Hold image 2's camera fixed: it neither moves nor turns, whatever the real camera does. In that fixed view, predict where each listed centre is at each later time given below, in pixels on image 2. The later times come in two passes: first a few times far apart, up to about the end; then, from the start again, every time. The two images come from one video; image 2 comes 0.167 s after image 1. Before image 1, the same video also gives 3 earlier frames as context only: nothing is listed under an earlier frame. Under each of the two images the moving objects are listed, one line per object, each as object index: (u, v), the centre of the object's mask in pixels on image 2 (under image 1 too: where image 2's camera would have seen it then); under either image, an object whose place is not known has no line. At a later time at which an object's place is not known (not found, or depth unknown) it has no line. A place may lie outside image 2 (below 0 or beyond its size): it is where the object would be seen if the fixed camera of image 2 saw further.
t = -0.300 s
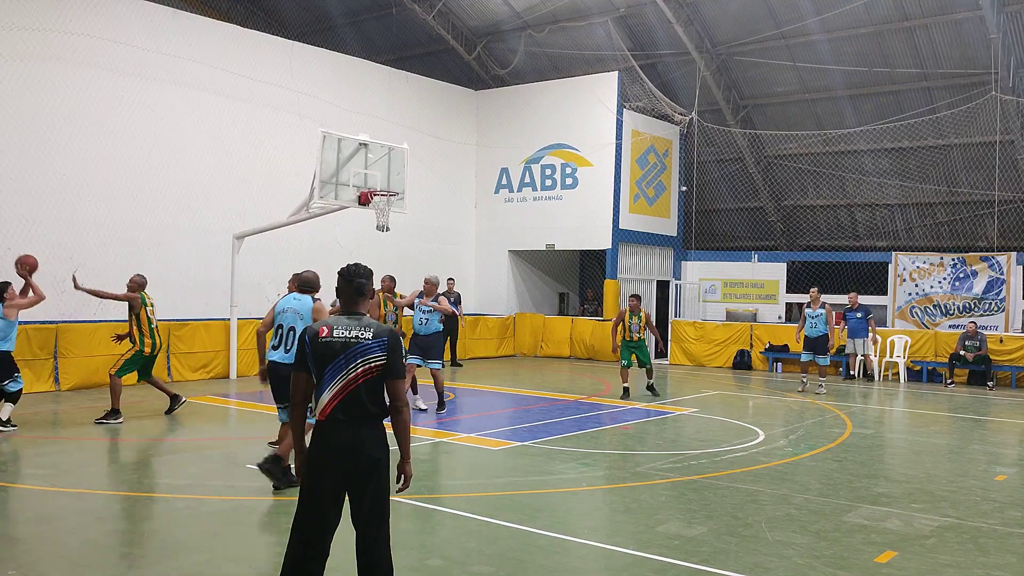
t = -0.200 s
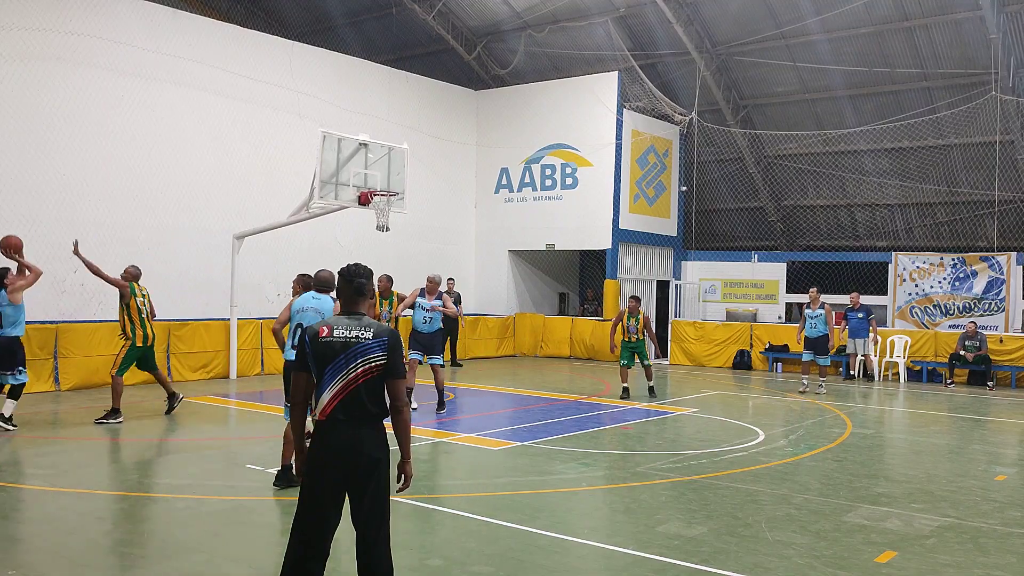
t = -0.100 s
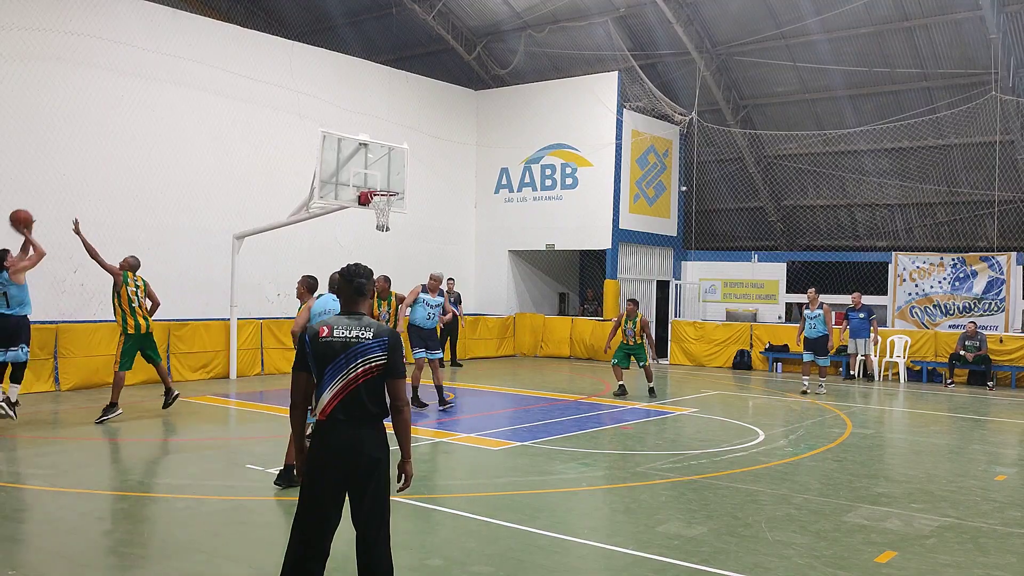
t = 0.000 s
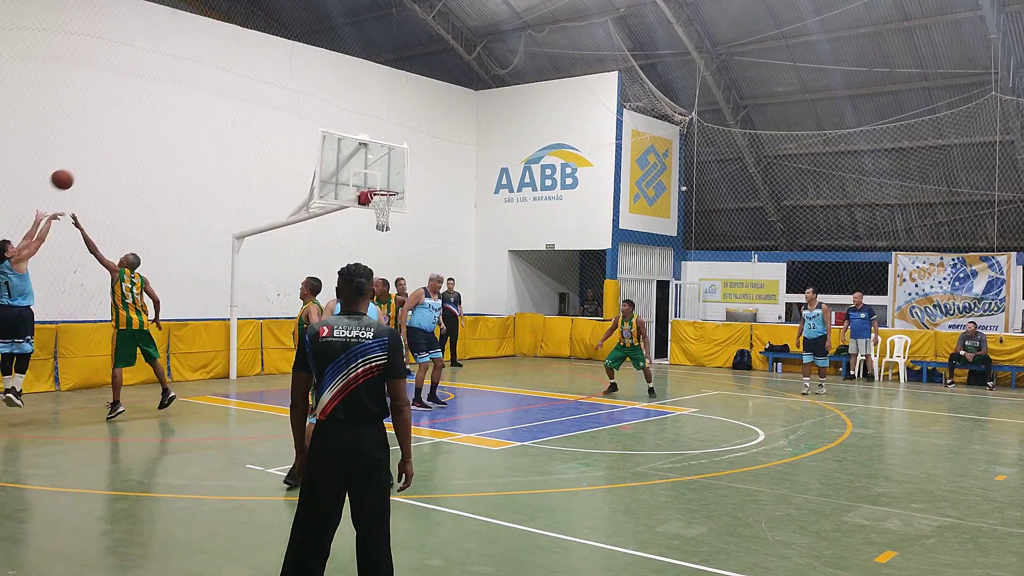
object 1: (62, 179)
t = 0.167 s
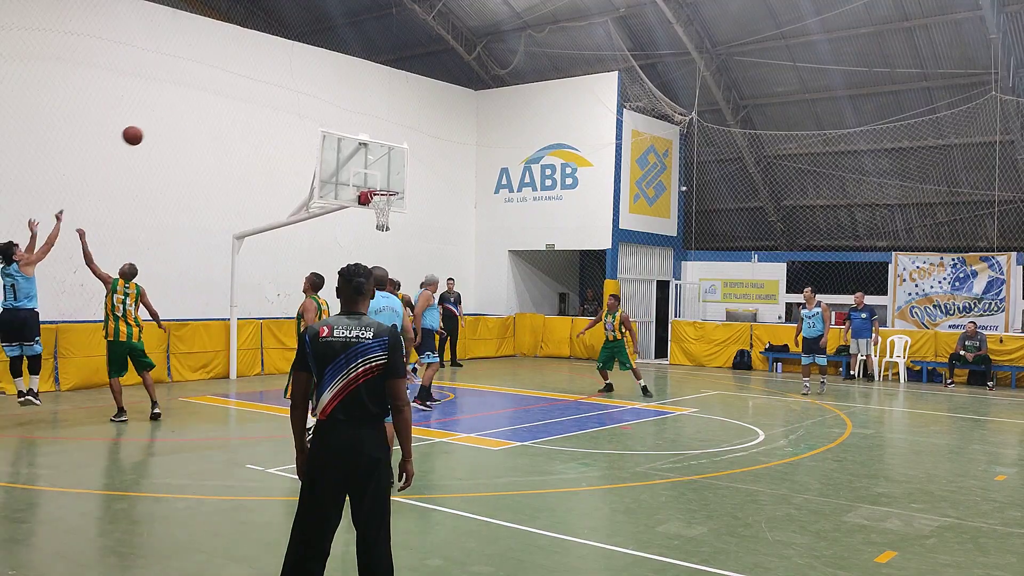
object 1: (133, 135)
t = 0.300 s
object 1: (183, 118)
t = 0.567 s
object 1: (269, 125)
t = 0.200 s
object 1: (146, 130)
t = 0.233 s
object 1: (158, 125)
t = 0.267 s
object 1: (171, 121)
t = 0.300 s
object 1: (183, 118)
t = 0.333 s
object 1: (194, 116)
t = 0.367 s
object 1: (205, 115)
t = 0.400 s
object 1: (217, 115)
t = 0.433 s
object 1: (228, 115)
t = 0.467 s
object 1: (238, 117)
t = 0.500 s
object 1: (249, 119)
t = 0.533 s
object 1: (259, 121)
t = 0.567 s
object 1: (269, 125)
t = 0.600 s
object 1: (279, 129)
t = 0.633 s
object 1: (288, 134)
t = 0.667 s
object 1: (297, 140)
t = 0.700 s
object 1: (306, 146)
